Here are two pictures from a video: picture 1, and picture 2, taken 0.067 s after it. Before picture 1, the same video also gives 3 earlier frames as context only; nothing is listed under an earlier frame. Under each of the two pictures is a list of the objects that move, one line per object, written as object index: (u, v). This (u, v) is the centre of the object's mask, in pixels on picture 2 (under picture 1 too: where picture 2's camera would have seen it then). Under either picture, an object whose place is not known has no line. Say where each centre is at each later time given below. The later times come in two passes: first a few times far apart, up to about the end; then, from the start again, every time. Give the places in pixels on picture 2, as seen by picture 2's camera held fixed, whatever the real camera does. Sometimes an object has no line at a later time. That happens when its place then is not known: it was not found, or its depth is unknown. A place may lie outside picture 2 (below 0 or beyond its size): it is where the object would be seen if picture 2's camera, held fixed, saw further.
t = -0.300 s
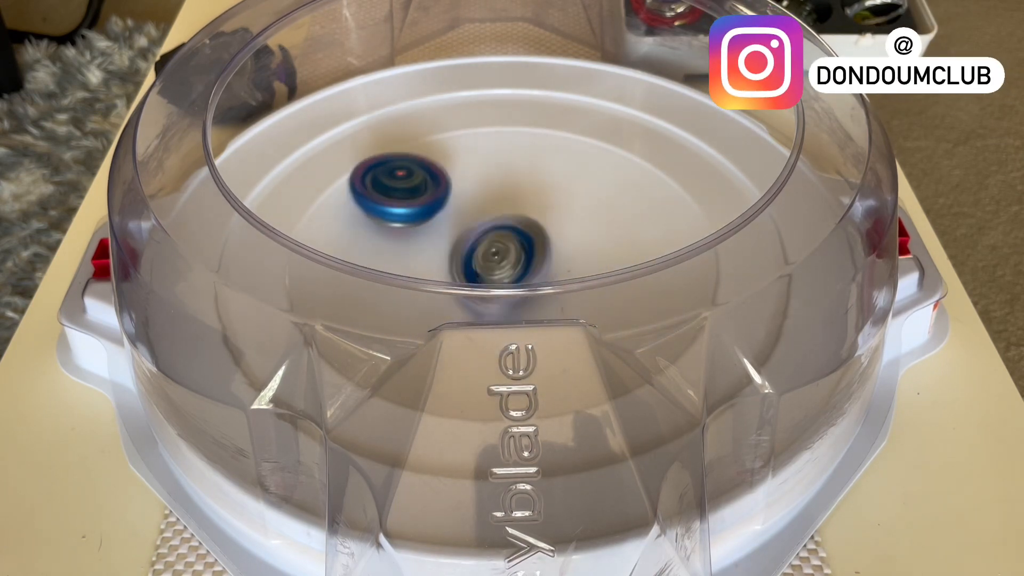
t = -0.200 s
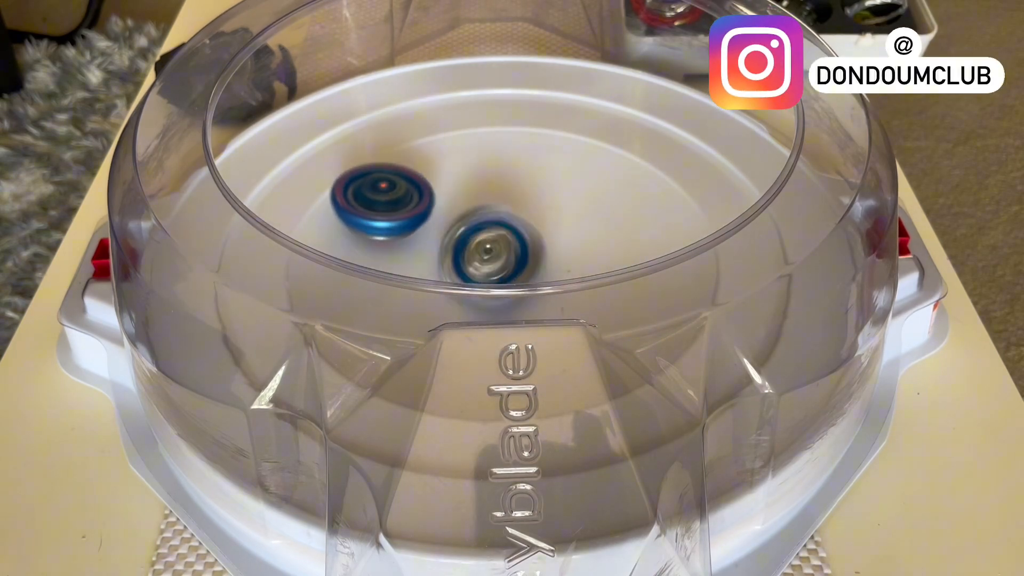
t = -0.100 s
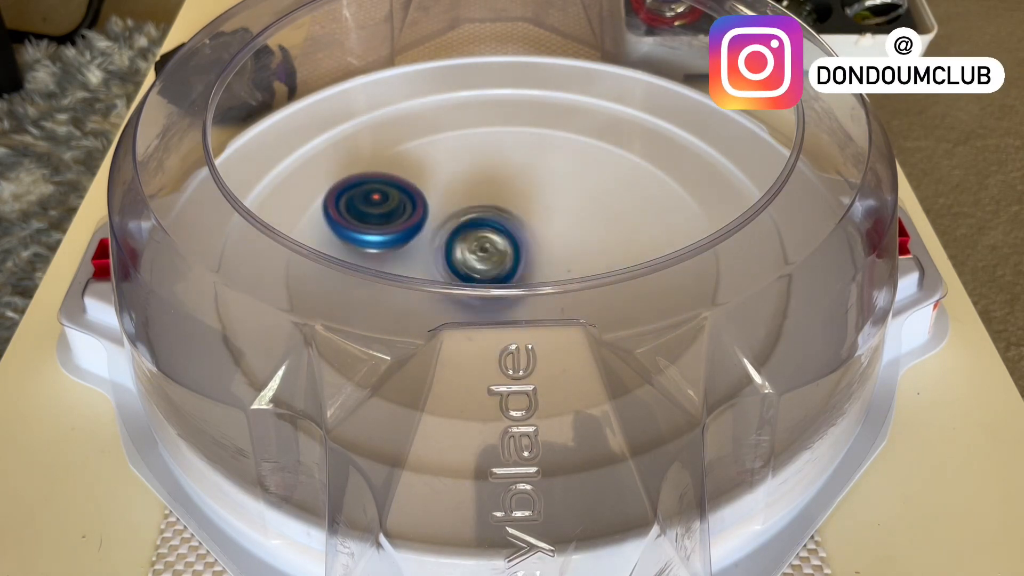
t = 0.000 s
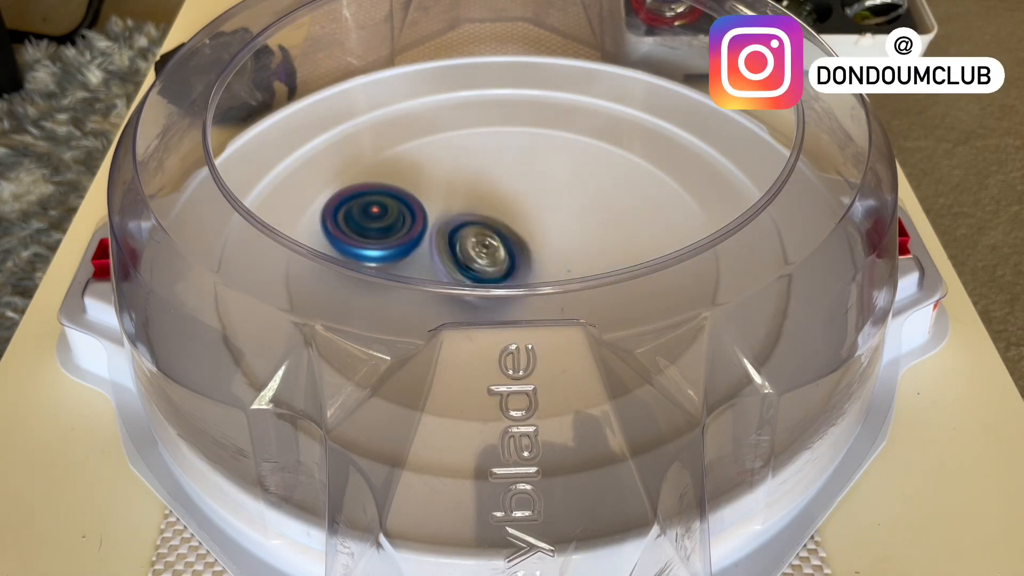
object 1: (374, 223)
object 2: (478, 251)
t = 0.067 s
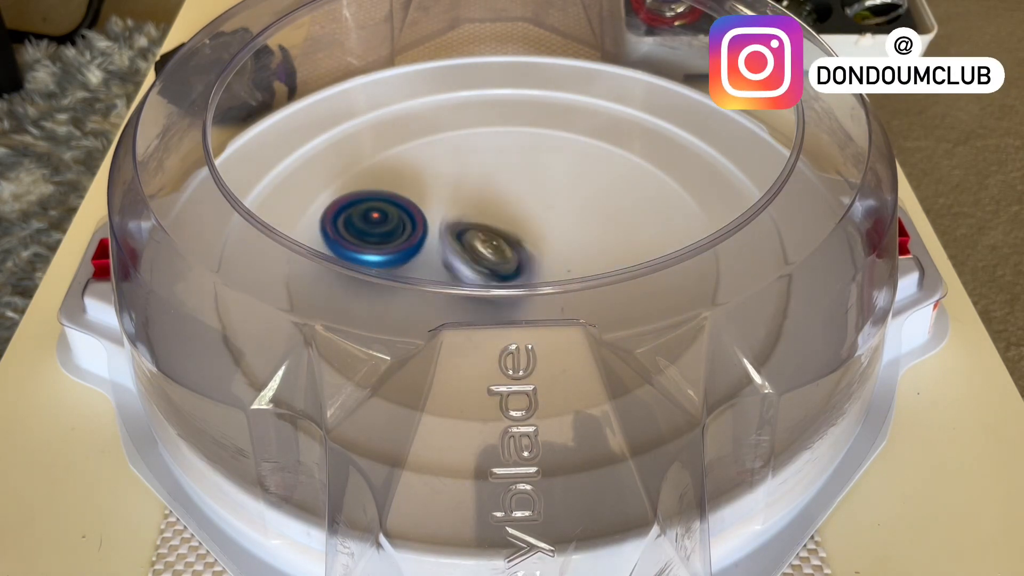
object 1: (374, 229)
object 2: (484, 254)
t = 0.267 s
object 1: (395, 244)
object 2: (507, 261)
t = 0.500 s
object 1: (364, 260)
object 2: (630, 236)
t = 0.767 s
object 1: (413, 275)
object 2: (598, 235)
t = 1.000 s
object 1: (466, 283)
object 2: (491, 214)
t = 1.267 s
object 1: (530, 266)
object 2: (474, 201)
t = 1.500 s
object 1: (597, 235)
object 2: (455, 235)
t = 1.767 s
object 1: (586, 201)
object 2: (466, 238)
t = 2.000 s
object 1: (553, 192)
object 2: (467, 239)
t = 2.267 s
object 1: (564, 200)
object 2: (429, 247)
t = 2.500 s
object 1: (565, 209)
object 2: (452, 250)
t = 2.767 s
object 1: (543, 236)
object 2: (453, 255)
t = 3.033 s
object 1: (542, 246)
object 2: (448, 250)
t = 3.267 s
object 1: (546, 252)
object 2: (449, 248)
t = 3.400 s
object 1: (550, 254)
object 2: (452, 246)
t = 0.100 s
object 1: (376, 231)
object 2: (485, 254)
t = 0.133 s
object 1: (378, 234)
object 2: (494, 258)
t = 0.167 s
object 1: (381, 236)
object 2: (493, 259)
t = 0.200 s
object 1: (385, 239)
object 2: (500, 260)
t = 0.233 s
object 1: (389, 241)
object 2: (501, 260)
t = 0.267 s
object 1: (395, 244)
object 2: (507, 261)
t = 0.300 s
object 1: (401, 247)
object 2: (510, 260)
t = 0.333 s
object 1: (387, 246)
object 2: (534, 258)
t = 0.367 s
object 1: (367, 253)
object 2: (560, 254)
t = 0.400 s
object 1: (361, 254)
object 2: (583, 248)
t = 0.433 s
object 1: (360, 255)
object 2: (603, 244)
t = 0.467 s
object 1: (361, 258)
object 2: (620, 237)
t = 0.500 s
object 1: (364, 260)
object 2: (630, 236)
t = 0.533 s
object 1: (367, 262)
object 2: (640, 232)
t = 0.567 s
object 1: (372, 264)
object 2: (638, 232)
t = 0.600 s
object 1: (377, 266)
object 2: (641, 230)
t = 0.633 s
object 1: (382, 267)
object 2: (634, 232)
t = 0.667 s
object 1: (389, 269)
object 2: (629, 232)
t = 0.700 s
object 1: (396, 271)
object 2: (621, 231)
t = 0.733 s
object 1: (404, 273)
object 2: (608, 236)
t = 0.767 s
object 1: (413, 275)
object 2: (598, 235)
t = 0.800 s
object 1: (422, 277)
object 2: (580, 239)
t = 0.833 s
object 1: (432, 277)
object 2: (564, 242)
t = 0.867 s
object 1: (442, 277)
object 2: (545, 244)
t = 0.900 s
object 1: (452, 278)
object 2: (530, 241)
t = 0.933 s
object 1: (453, 282)
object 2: (518, 234)
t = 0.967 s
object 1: (457, 283)
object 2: (505, 225)
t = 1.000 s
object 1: (466, 283)
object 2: (491, 214)
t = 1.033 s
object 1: (475, 281)
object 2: (480, 208)
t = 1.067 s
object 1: (483, 281)
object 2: (478, 203)
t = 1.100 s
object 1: (491, 280)
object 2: (476, 199)
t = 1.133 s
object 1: (500, 278)
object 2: (473, 199)
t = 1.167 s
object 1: (509, 276)
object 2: (473, 200)
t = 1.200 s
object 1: (517, 274)
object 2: (473, 202)
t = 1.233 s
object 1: (524, 271)
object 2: (475, 202)
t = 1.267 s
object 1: (530, 266)
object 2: (474, 201)
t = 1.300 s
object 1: (534, 254)
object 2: (470, 204)
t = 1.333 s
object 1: (543, 252)
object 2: (465, 209)
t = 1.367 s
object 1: (559, 251)
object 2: (461, 213)
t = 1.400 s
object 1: (574, 248)
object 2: (458, 220)
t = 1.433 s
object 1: (584, 244)
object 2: (457, 228)
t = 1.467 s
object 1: (591, 240)
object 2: (456, 233)
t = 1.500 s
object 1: (597, 235)
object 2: (455, 235)
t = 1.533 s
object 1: (599, 229)
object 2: (455, 237)
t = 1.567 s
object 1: (599, 224)
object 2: (456, 238)
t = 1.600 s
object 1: (598, 220)
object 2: (458, 238)
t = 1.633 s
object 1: (596, 216)
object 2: (461, 238)
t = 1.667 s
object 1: (594, 211)
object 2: (464, 238)
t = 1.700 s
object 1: (592, 208)
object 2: (465, 238)
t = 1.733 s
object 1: (589, 204)
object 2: (466, 238)
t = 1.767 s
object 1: (586, 201)
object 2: (466, 238)
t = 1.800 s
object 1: (582, 198)
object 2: (466, 239)
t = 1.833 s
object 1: (578, 196)
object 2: (466, 240)
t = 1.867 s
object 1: (574, 195)
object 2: (465, 240)
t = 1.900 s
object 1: (570, 193)
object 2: (465, 240)
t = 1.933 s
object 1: (564, 193)
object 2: (466, 240)
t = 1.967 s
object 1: (559, 192)
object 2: (466, 240)
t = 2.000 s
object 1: (553, 192)
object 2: (467, 239)
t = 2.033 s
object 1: (548, 193)
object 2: (467, 239)
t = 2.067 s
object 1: (543, 194)
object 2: (467, 239)
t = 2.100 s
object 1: (539, 196)
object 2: (465, 240)
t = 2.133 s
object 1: (540, 199)
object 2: (460, 242)
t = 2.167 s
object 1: (543, 203)
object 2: (455, 242)
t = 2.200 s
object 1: (554, 201)
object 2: (442, 243)
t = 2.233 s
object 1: (561, 200)
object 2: (433, 245)
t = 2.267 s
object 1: (564, 200)
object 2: (429, 247)
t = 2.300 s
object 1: (565, 200)
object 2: (429, 247)
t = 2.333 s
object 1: (566, 200)
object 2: (431, 247)
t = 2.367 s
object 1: (566, 201)
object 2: (434, 249)
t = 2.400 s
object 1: (566, 202)
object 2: (439, 249)
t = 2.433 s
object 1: (566, 204)
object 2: (444, 249)
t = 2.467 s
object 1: (566, 206)
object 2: (449, 249)
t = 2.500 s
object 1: (565, 209)
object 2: (452, 250)
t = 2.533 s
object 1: (564, 212)
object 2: (455, 251)
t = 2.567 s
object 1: (562, 215)
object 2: (458, 261)
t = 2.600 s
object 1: (559, 219)
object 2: (458, 262)
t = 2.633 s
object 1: (555, 222)
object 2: (458, 262)
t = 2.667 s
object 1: (551, 226)
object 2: (458, 261)
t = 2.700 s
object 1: (551, 229)
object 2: (453, 252)
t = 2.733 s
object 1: (547, 232)
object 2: (453, 254)
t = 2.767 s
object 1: (543, 236)
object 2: (453, 255)
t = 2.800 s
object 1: (542, 237)
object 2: (452, 254)
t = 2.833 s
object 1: (542, 239)
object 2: (452, 252)
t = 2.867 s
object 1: (540, 241)
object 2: (451, 251)
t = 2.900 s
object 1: (544, 242)
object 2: (449, 251)
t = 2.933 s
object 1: (543, 244)
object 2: (448, 251)
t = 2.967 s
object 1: (544, 245)
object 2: (448, 251)
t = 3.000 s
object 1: (542, 246)
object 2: (448, 250)
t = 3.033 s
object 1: (542, 246)
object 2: (448, 250)
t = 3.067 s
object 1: (542, 247)
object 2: (448, 249)
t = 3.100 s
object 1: (539, 249)
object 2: (449, 248)
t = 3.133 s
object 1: (539, 249)
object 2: (448, 248)
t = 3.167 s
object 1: (540, 250)
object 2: (447, 249)
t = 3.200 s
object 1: (543, 251)
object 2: (448, 248)
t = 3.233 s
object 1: (544, 251)
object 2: (449, 248)
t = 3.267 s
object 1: (546, 252)
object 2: (449, 248)
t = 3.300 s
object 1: (547, 253)
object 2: (451, 247)
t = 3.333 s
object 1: (549, 253)
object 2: (452, 246)
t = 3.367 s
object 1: (550, 254)
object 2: (452, 246)
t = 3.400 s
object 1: (550, 254)
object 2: (452, 246)
